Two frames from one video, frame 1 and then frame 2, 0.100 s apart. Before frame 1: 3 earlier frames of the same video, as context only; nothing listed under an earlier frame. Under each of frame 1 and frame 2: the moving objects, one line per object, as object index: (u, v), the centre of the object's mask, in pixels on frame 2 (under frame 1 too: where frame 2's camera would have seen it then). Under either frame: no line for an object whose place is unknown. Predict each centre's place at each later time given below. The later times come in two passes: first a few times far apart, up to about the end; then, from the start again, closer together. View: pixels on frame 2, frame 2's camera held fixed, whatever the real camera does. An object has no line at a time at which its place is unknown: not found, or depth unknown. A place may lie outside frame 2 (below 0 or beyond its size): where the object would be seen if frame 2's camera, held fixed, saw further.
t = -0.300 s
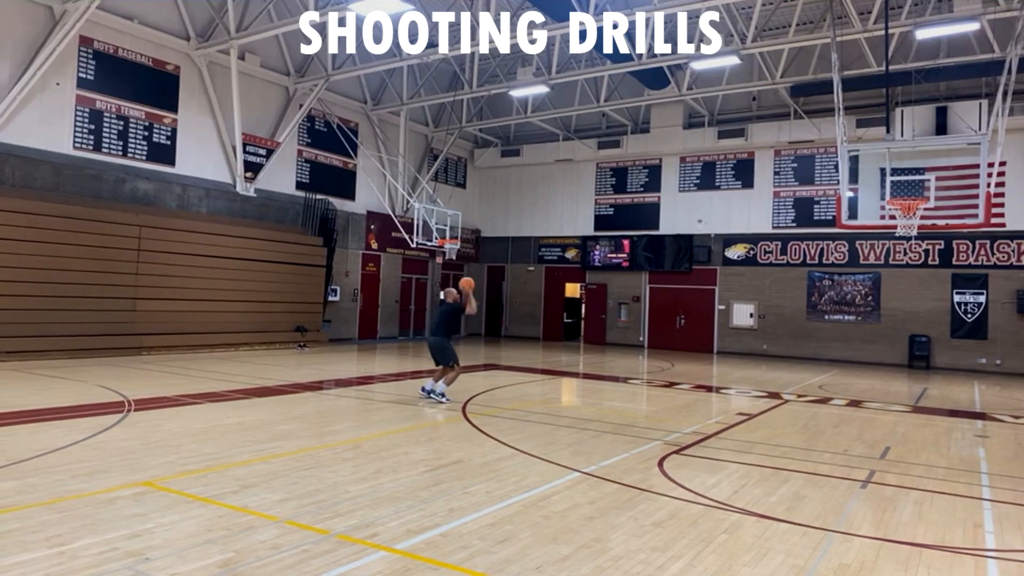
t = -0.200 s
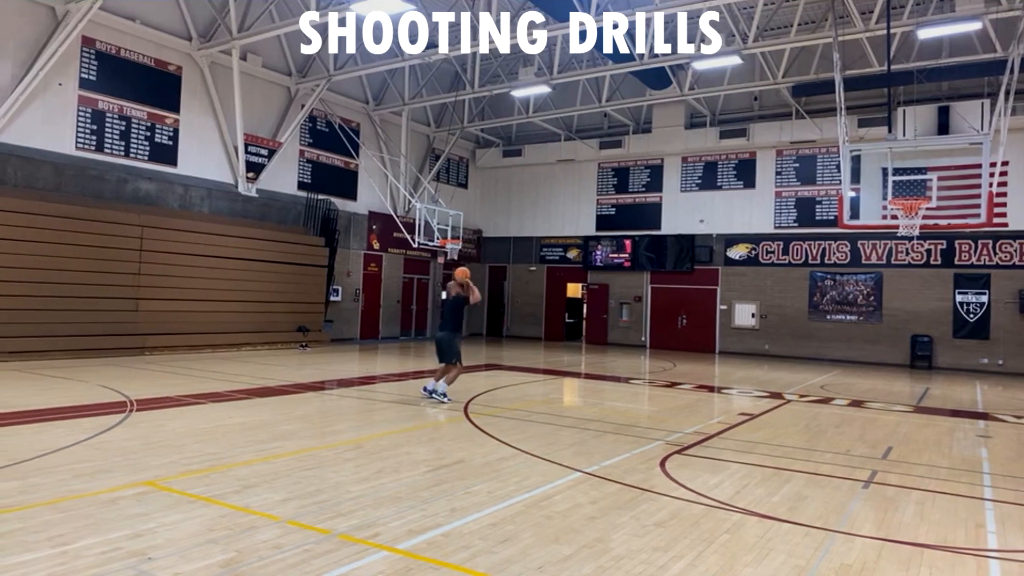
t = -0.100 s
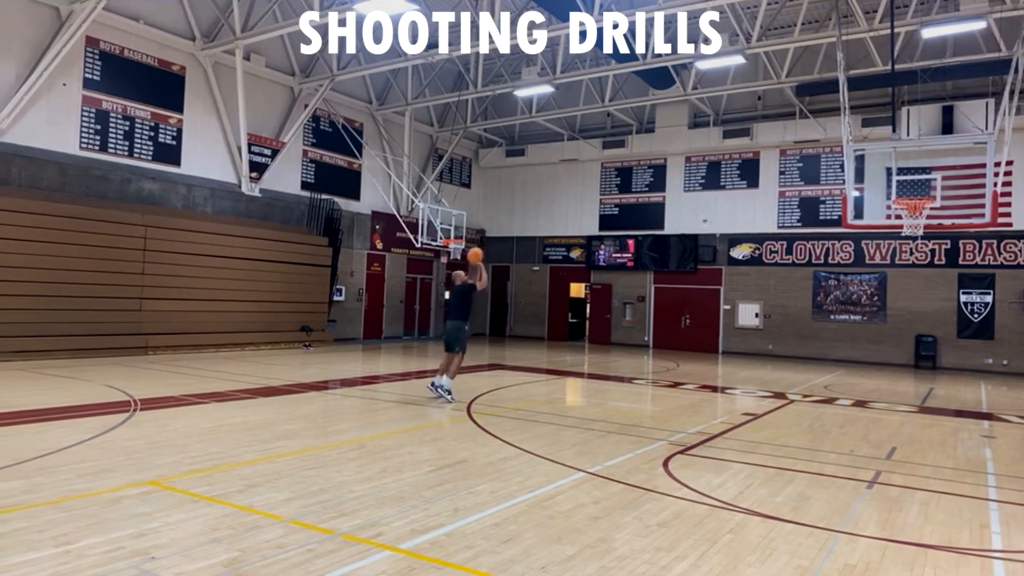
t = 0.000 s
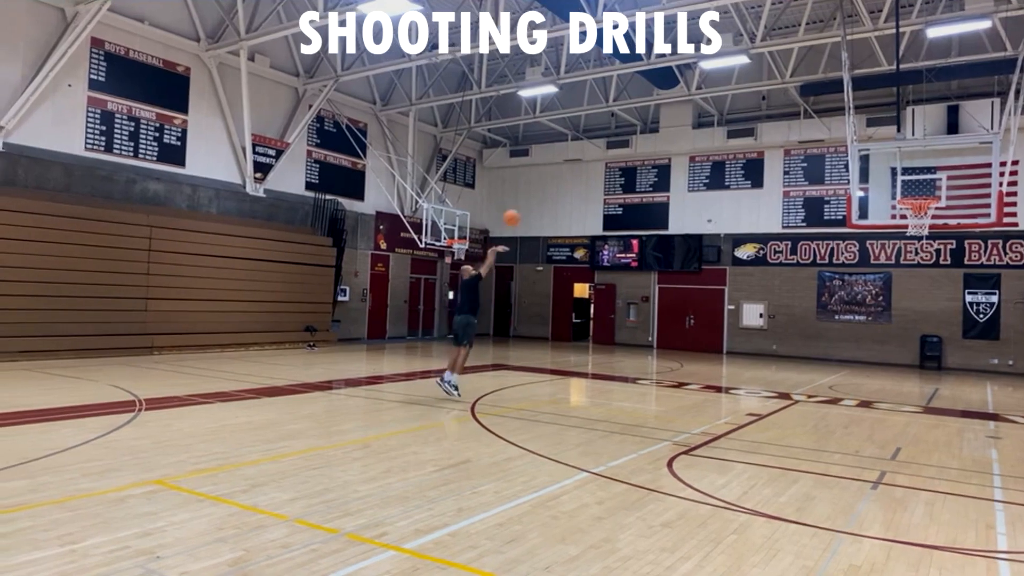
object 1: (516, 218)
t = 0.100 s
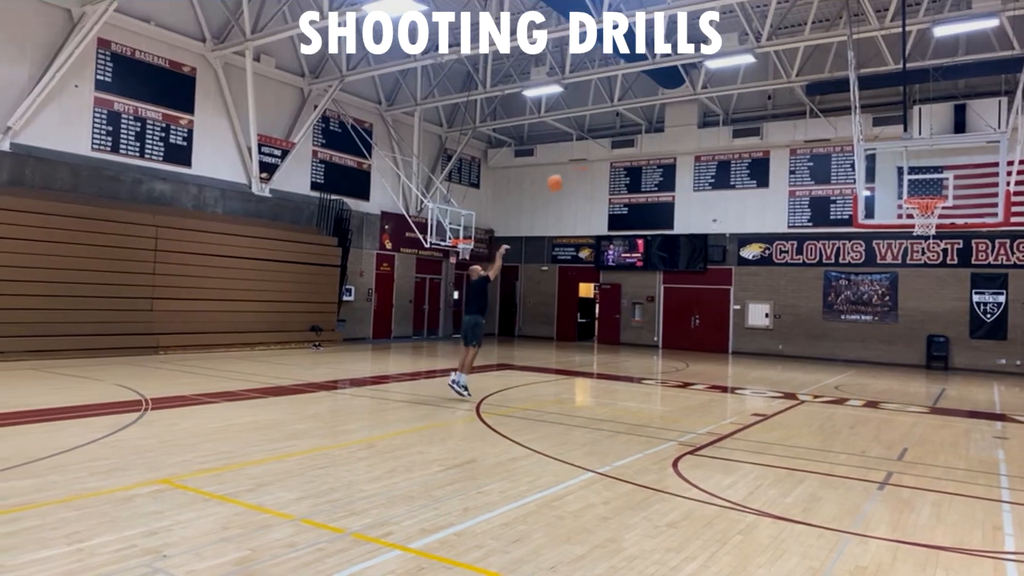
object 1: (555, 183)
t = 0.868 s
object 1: (853, 134)
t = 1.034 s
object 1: (917, 177)
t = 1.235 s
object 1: (915, 176)
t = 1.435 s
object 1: (905, 146)
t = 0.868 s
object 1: (853, 134)
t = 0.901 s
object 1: (865, 142)
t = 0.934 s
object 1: (879, 150)
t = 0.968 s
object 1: (891, 158)
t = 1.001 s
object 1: (904, 167)
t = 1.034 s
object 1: (917, 177)
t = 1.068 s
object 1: (930, 189)
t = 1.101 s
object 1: (933, 194)
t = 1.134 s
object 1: (923, 195)
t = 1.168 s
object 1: (918, 193)
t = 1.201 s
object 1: (917, 187)
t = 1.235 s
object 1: (915, 176)
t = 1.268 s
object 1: (911, 170)
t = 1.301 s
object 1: (911, 164)
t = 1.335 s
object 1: (910, 159)
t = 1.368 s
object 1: (908, 154)
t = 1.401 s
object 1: (907, 149)
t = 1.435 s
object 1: (905, 146)
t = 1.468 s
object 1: (904, 144)
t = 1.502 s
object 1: (902, 142)
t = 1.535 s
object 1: (900, 142)
